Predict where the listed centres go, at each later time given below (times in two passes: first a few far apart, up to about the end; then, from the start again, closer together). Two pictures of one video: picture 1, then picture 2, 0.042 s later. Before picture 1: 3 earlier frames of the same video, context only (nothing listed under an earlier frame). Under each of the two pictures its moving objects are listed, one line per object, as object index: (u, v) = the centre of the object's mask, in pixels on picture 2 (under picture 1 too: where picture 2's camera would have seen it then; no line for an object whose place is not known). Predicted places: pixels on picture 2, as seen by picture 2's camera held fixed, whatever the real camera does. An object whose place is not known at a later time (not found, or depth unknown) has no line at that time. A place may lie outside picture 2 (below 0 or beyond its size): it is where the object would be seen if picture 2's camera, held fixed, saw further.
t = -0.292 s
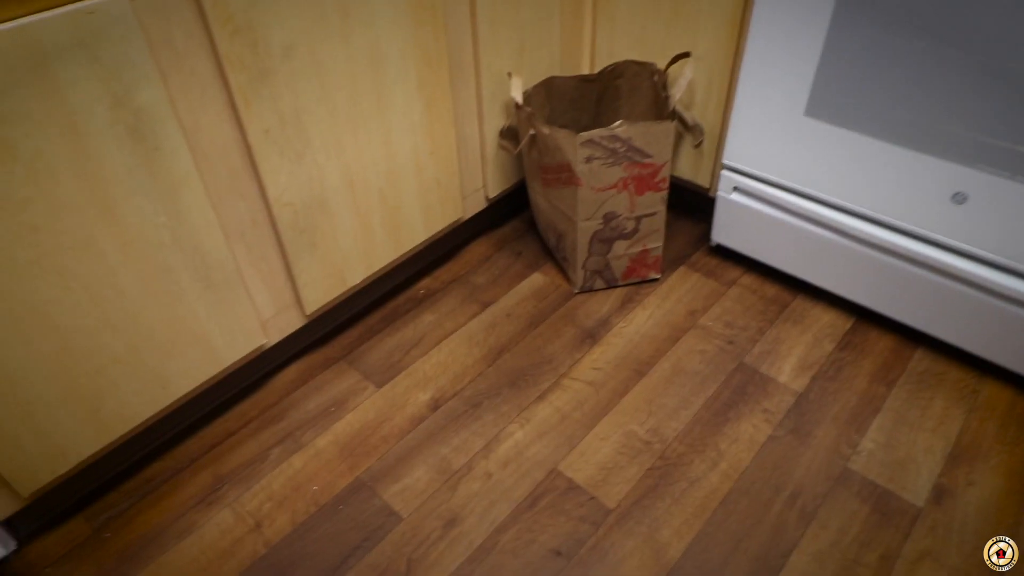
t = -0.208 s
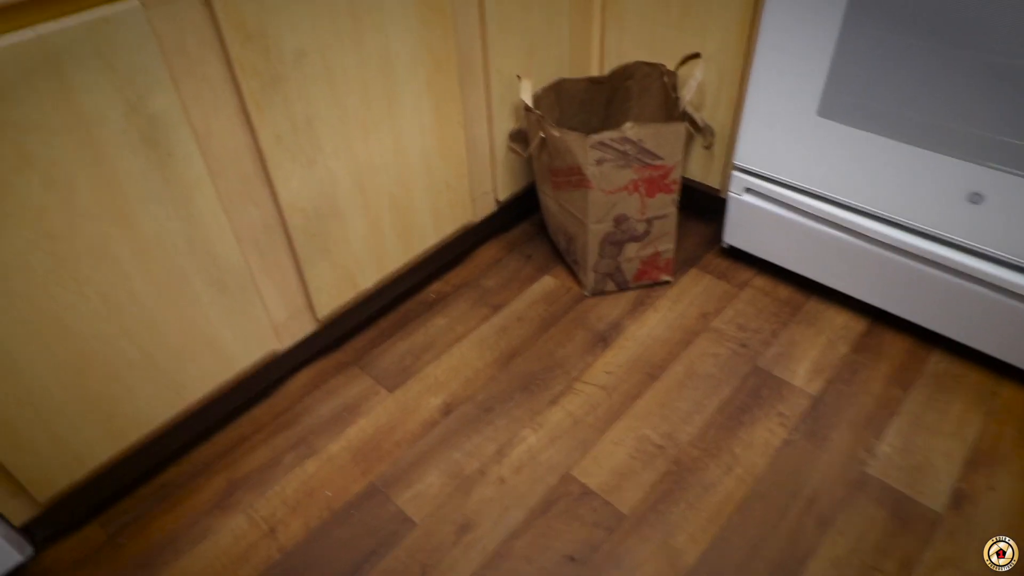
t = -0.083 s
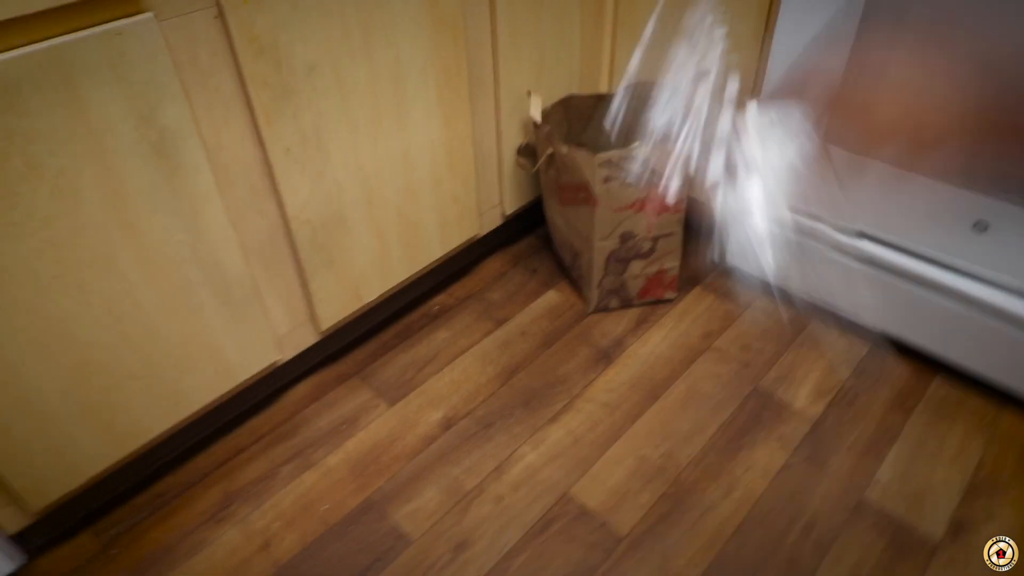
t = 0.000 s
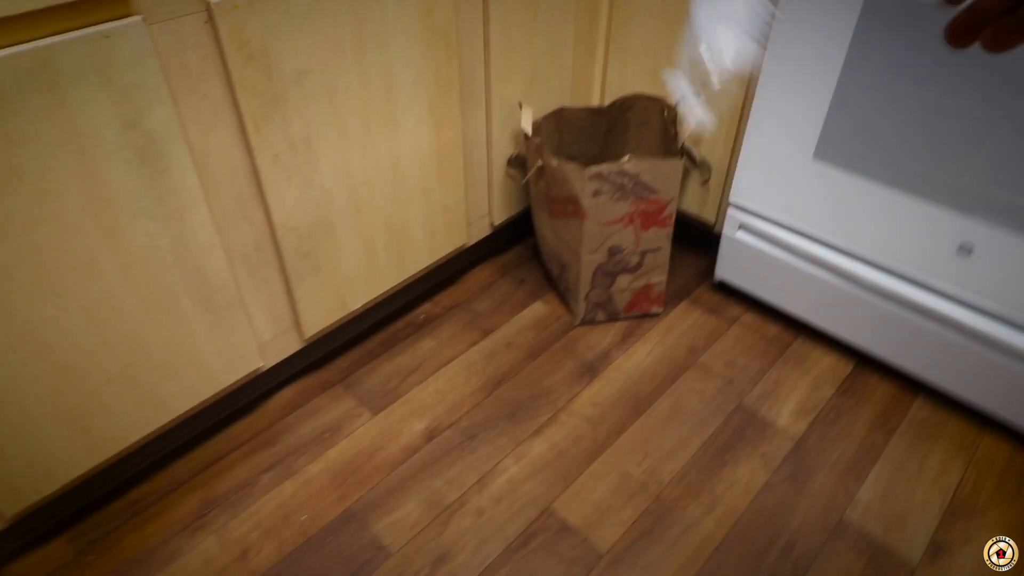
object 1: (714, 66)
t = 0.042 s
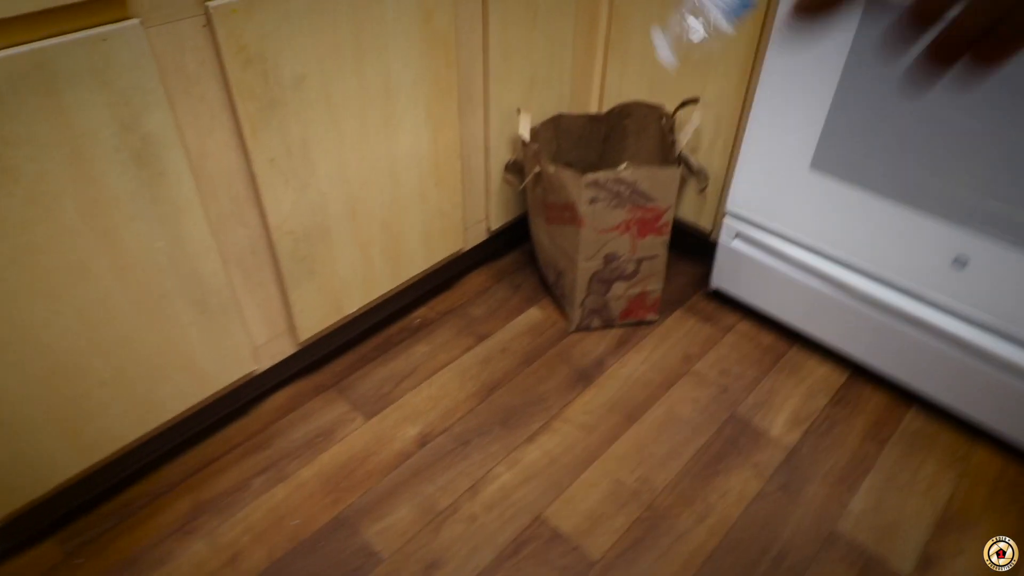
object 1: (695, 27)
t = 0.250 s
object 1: (692, 58)
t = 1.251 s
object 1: (668, 95)
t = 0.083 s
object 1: (699, 3)
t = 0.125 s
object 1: (735, -5)
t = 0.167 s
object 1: (744, 8)
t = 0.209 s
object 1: (722, 32)
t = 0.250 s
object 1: (692, 58)
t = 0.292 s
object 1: (674, 81)
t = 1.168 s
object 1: (668, 96)
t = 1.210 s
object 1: (668, 95)
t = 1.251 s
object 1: (668, 95)
